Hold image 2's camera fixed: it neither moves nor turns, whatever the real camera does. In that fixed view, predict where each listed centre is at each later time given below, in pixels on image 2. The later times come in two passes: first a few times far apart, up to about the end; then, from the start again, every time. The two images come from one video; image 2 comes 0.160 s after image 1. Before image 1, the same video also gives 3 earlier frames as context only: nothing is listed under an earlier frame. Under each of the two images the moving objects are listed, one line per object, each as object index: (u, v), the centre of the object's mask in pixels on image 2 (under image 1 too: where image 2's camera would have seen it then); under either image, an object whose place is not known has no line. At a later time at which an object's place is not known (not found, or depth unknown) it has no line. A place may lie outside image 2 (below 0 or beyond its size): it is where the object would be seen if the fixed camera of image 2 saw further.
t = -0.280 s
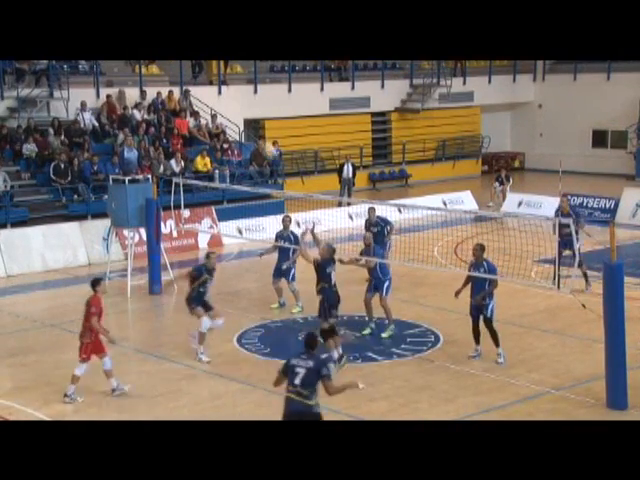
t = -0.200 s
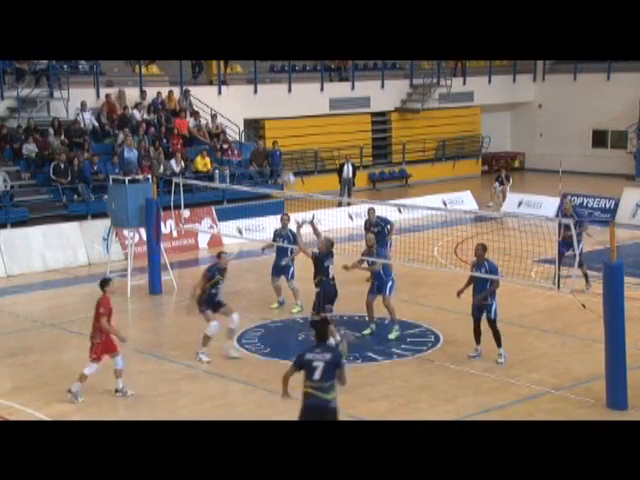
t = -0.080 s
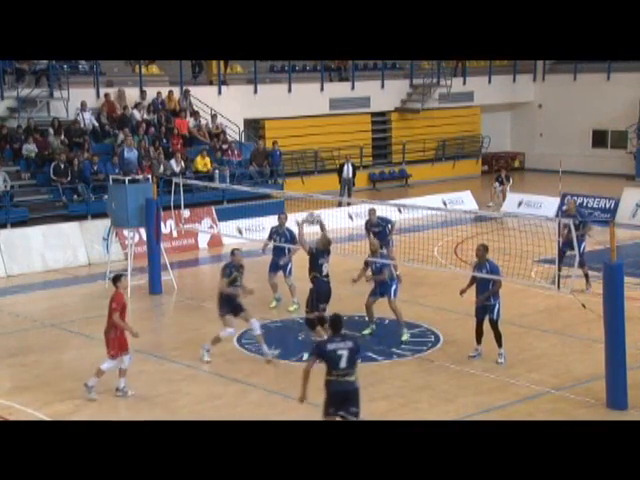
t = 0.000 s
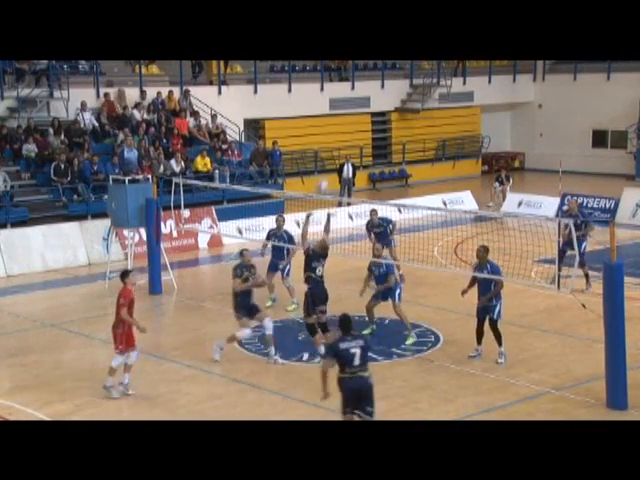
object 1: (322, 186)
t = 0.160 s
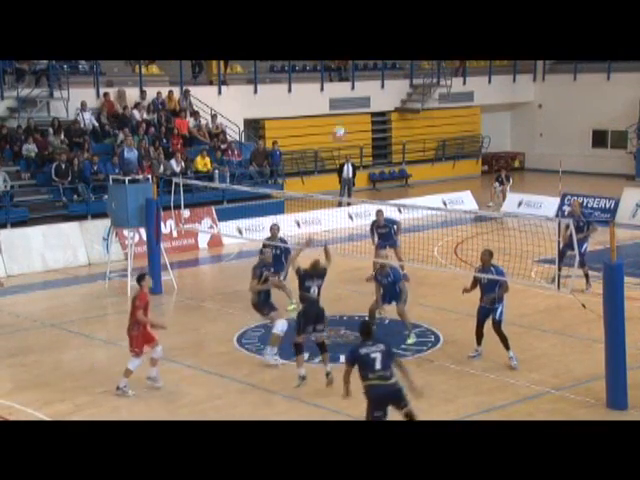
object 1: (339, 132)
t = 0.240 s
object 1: (347, 111)
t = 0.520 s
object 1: (380, 79)
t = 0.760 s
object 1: (410, 91)
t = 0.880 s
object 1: (425, 116)
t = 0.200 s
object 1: (343, 121)
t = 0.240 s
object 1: (347, 111)
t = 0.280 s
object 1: (353, 103)
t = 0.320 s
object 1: (357, 97)
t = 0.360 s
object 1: (361, 91)
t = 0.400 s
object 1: (366, 86)
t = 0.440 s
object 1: (371, 83)
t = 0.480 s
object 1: (376, 80)
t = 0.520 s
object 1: (380, 79)
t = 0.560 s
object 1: (385, 78)
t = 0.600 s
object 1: (390, 78)
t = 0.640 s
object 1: (395, 80)
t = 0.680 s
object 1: (400, 84)
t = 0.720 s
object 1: (405, 88)
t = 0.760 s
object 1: (410, 91)
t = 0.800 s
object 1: (413, 99)
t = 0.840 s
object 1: (420, 106)
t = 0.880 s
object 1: (425, 116)
